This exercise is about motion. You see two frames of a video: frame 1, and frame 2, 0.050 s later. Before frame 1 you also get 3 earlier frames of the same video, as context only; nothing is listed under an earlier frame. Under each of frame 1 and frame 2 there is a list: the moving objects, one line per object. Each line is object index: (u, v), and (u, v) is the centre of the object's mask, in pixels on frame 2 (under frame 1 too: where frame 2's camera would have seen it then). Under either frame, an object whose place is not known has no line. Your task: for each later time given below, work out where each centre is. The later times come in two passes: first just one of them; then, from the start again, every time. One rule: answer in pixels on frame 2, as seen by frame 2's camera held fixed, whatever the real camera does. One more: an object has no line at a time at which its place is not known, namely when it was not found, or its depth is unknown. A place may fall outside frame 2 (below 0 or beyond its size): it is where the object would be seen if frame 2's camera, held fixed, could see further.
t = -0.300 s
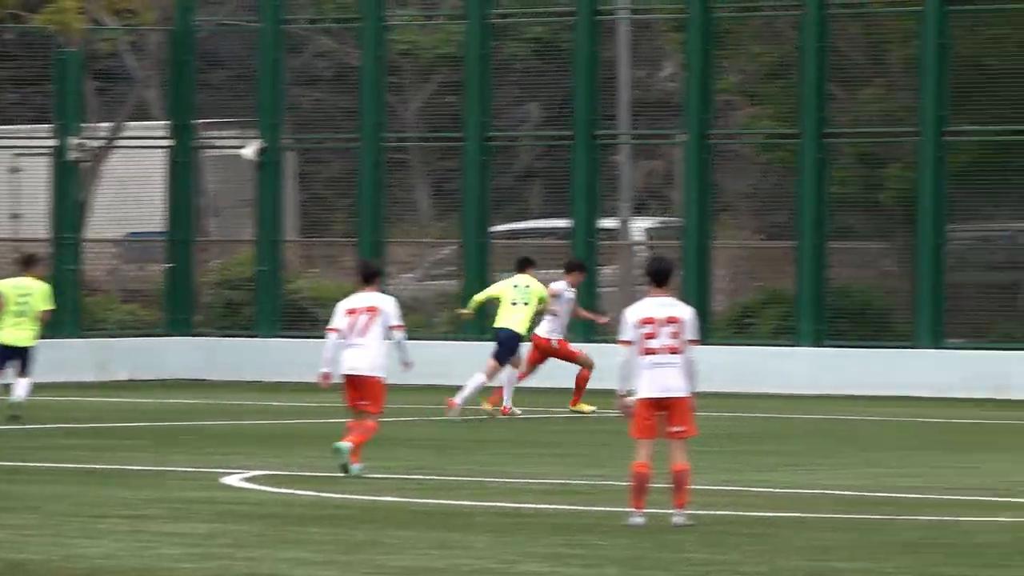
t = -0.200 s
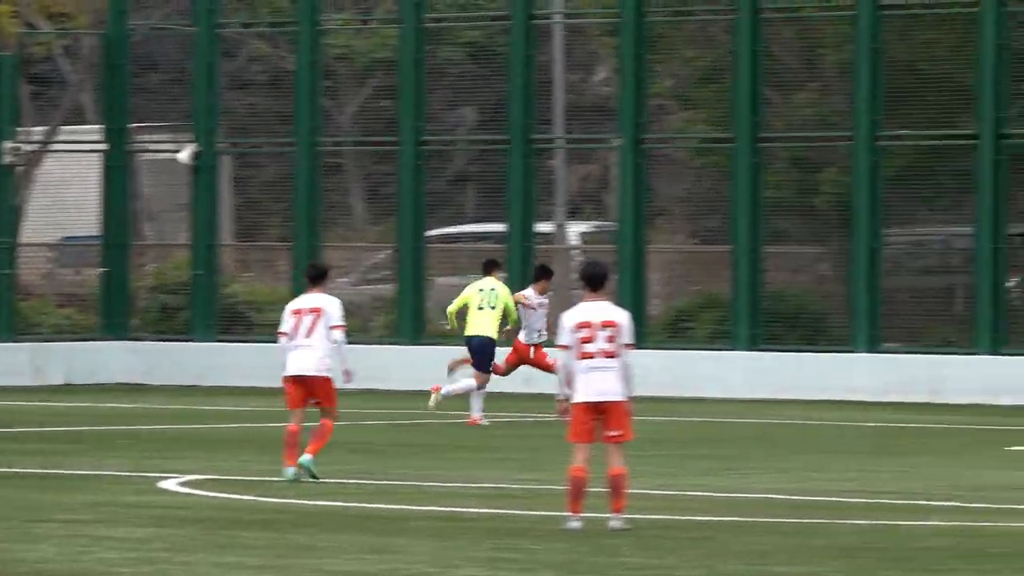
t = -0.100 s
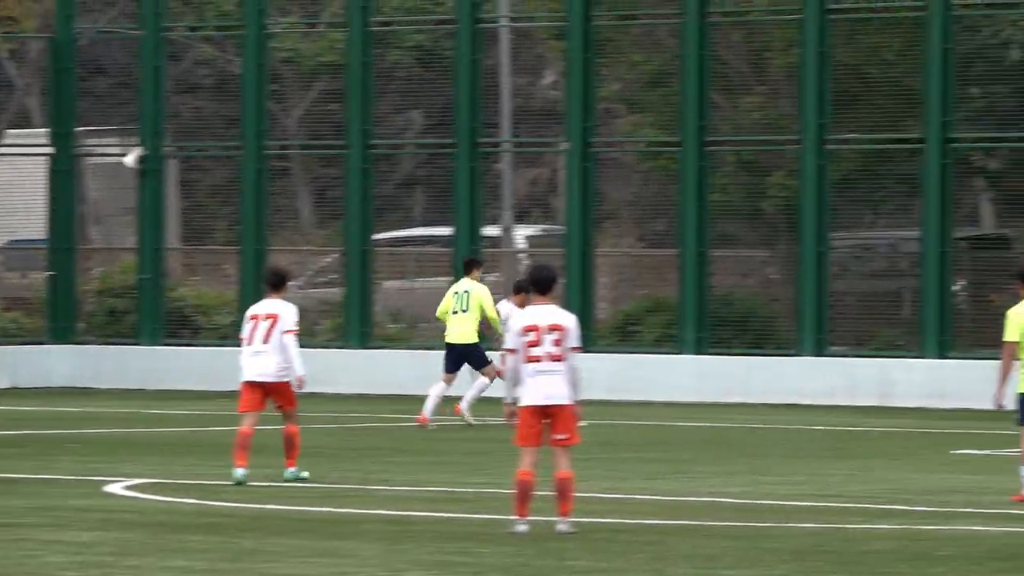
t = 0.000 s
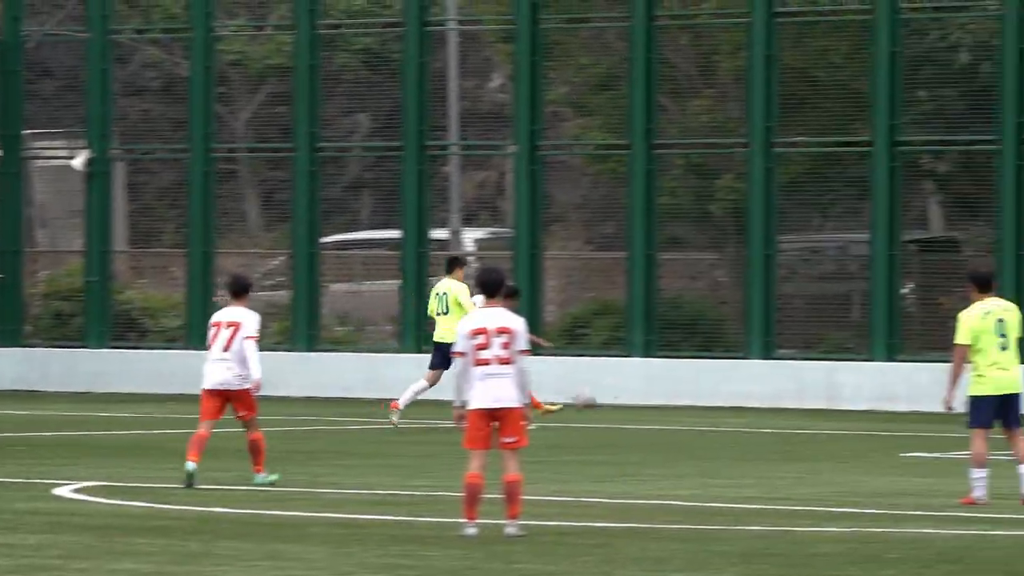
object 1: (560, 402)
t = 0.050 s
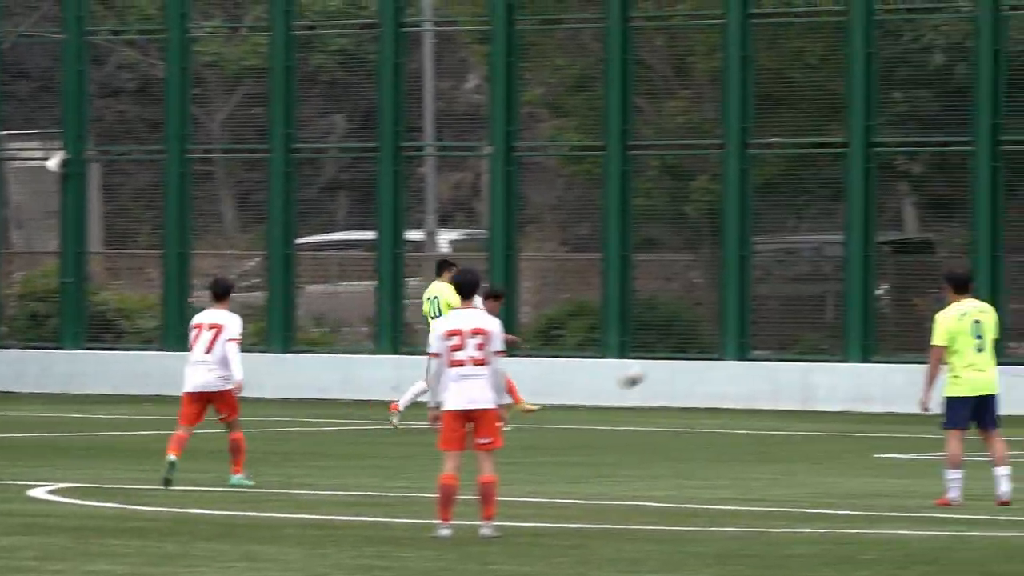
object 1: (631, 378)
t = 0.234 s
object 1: (899, 304)
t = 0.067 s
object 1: (656, 369)
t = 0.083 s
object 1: (681, 361)
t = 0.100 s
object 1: (705, 353)
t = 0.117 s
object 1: (728, 346)
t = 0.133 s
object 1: (754, 340)
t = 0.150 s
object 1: (777, 333)
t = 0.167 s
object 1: (801, 327)
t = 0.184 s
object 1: (826, 321)
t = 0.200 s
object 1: (851, 316)
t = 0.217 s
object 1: (875, 310)
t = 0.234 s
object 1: (899, 304)
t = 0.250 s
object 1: (923, 300)
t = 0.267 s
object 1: (947, 294)
